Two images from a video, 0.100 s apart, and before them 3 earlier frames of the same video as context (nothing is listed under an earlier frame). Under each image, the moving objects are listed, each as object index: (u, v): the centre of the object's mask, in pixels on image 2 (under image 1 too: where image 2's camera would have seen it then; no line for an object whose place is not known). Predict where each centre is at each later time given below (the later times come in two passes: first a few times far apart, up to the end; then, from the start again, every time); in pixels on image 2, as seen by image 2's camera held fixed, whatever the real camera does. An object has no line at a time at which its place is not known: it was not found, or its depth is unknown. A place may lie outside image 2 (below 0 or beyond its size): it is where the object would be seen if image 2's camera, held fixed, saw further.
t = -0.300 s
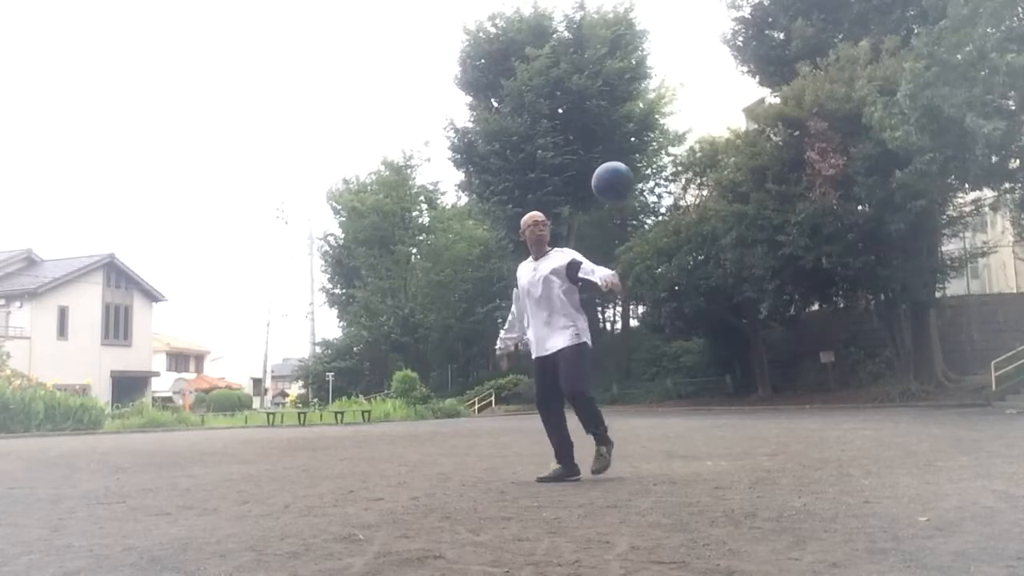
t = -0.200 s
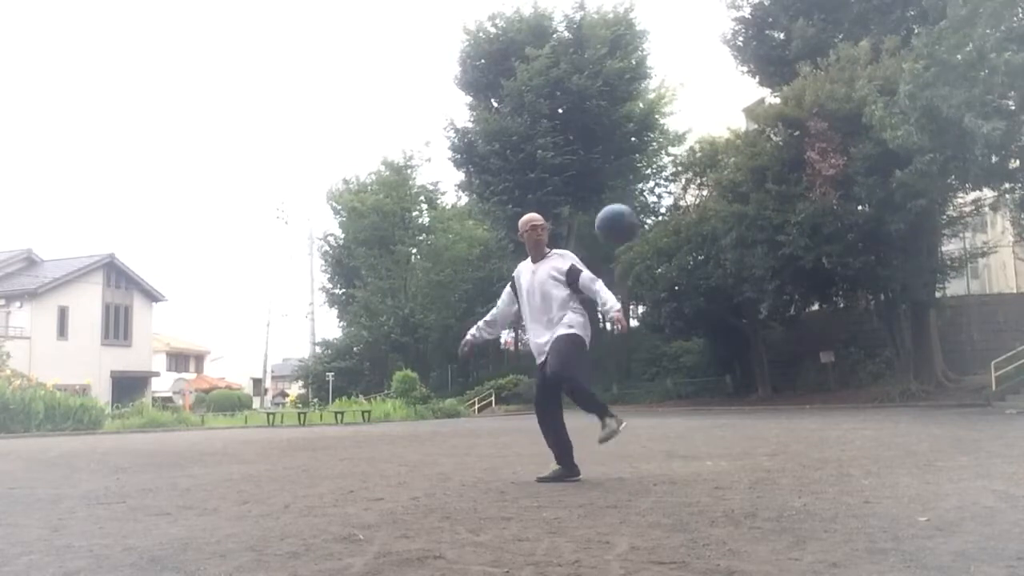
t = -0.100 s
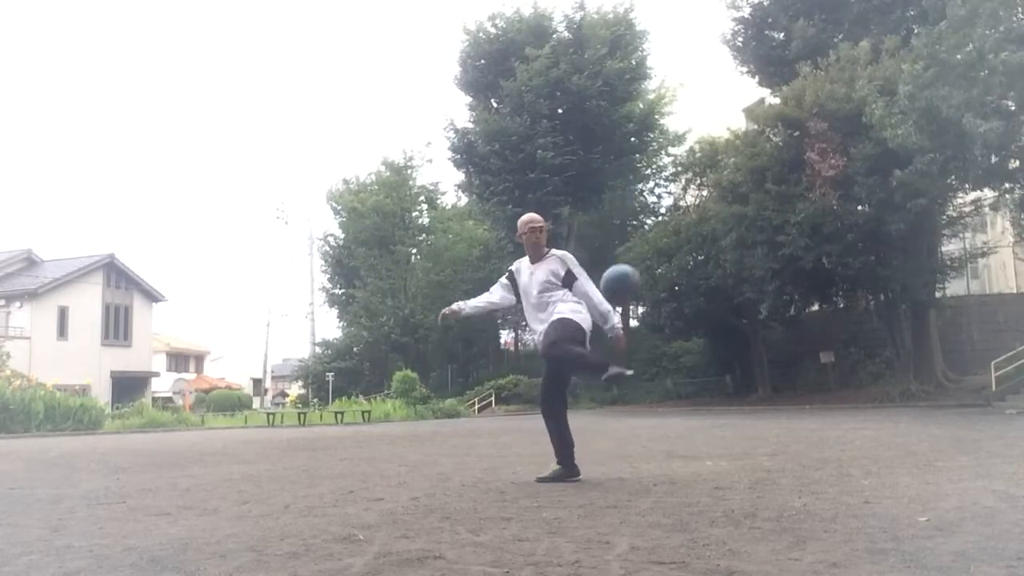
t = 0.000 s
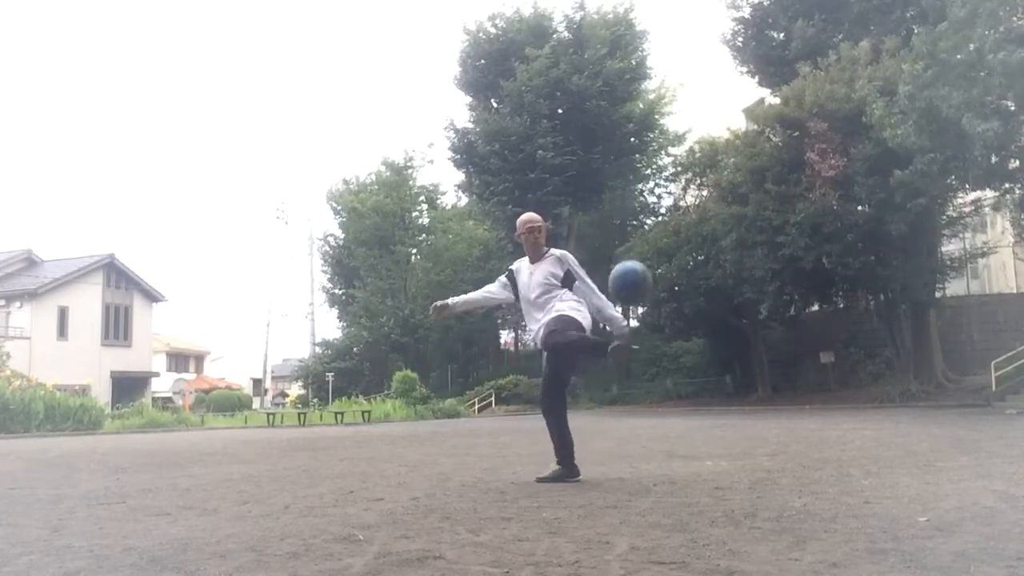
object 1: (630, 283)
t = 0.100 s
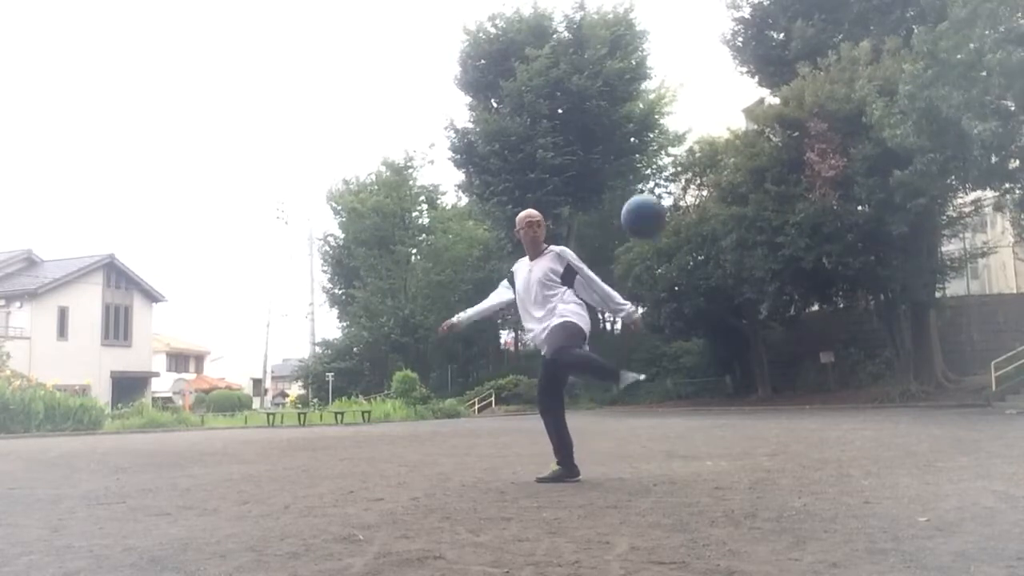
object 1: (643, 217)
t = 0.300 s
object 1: (675, 141)
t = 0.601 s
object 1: (737, 170)
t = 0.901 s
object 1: (824, 417)
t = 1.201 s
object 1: (829, 255)
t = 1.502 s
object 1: (826, 185)
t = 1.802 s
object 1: (839, 355)
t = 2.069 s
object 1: (849, 354)
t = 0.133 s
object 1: (648, 199)
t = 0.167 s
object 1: (653, 183)
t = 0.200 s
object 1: (658, 170)
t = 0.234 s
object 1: (664, 158)
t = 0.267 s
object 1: (669, 149)
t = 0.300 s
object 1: (675, 141)
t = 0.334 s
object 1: (682, 136)
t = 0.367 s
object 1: (688, 133)
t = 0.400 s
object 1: (694, 131)
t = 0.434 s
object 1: (701, 132)
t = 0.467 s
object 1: (708, 136)
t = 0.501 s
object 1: (716, 141)
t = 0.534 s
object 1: (722, 149)
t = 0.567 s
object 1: (729, 159)
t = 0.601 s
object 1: (737, 170)
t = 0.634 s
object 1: (745, 185)
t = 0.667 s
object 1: (755, 203)
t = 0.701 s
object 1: (764, 226)
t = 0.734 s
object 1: (773, 250)
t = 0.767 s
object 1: (783, 277)
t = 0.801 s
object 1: (792, 306)
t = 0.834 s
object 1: (802, 338)
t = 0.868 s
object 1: (812, 374)
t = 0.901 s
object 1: (824, 417)
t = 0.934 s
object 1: (835, 462)
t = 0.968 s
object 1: (843, 484)
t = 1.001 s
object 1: (840, 440)
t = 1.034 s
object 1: (838, 400)
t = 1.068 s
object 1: (835, 362)
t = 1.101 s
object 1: (834, 332)
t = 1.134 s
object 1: (832, 303)
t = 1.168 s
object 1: (831, 277)
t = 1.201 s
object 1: (829, 255)
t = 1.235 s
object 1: (828, 234)
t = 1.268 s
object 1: (827, 217)
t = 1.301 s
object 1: (827, 205)
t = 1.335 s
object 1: (825, 192)
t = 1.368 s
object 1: (825, 186)
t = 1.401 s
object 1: (825, 181)
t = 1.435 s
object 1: (825, 179)
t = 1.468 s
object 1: (825, 180)
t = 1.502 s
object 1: (826, 185)
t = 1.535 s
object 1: (828, 192)
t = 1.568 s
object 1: (829, 201)
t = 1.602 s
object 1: (829, 215)
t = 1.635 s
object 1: (831, 232)
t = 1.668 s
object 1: (833, 252)
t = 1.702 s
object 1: (835, 273)
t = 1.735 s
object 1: (838, 297)
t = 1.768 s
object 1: (840, 327)
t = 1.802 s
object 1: (839, 355)
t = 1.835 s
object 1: (847, 395)
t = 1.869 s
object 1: (850, 434)
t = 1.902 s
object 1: (854, 478)
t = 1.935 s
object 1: (857, 500)
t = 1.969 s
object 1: (854, 459)
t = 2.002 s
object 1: (853, 420)
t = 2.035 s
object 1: (851, 385)
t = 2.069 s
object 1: (849, 354)
